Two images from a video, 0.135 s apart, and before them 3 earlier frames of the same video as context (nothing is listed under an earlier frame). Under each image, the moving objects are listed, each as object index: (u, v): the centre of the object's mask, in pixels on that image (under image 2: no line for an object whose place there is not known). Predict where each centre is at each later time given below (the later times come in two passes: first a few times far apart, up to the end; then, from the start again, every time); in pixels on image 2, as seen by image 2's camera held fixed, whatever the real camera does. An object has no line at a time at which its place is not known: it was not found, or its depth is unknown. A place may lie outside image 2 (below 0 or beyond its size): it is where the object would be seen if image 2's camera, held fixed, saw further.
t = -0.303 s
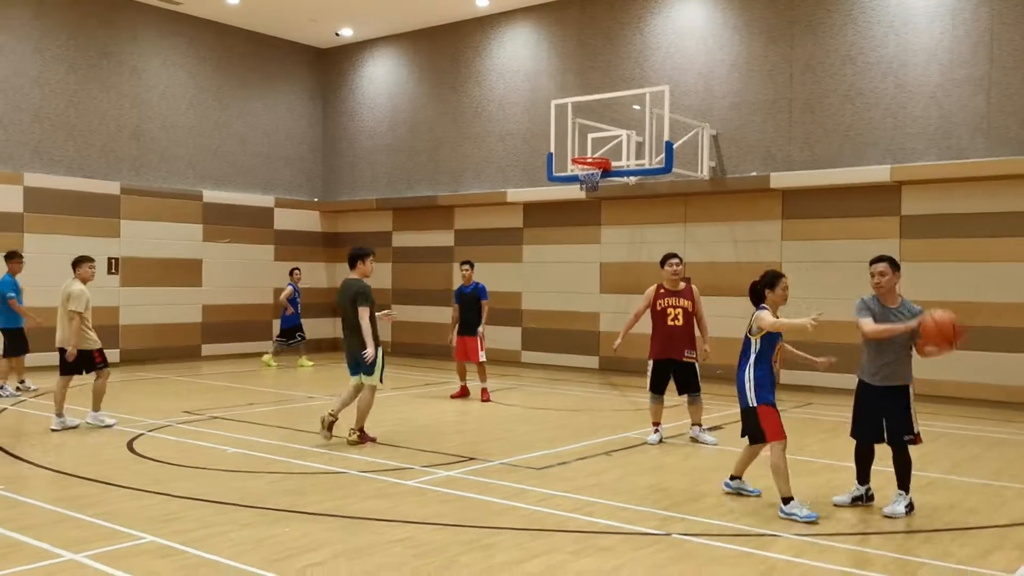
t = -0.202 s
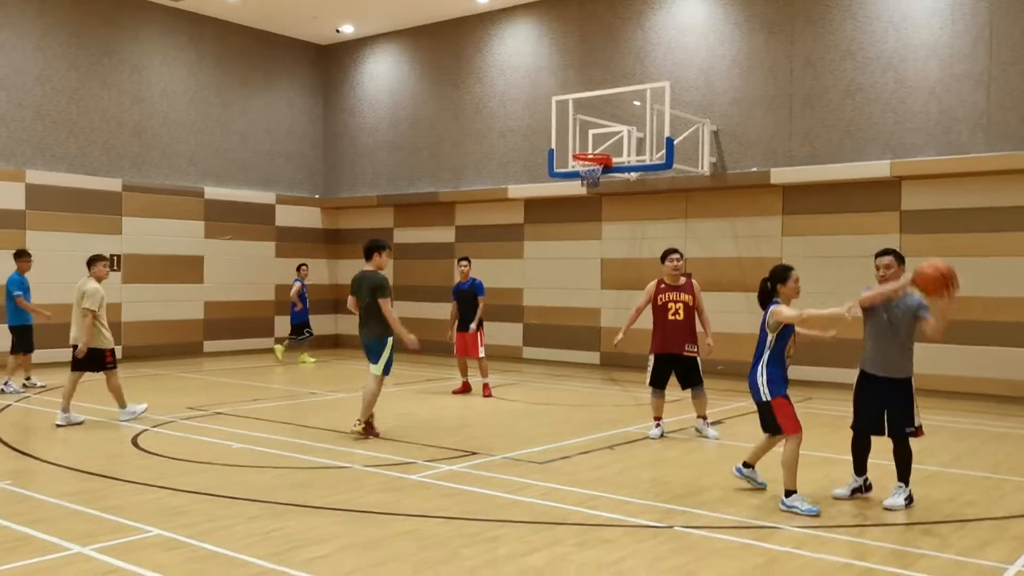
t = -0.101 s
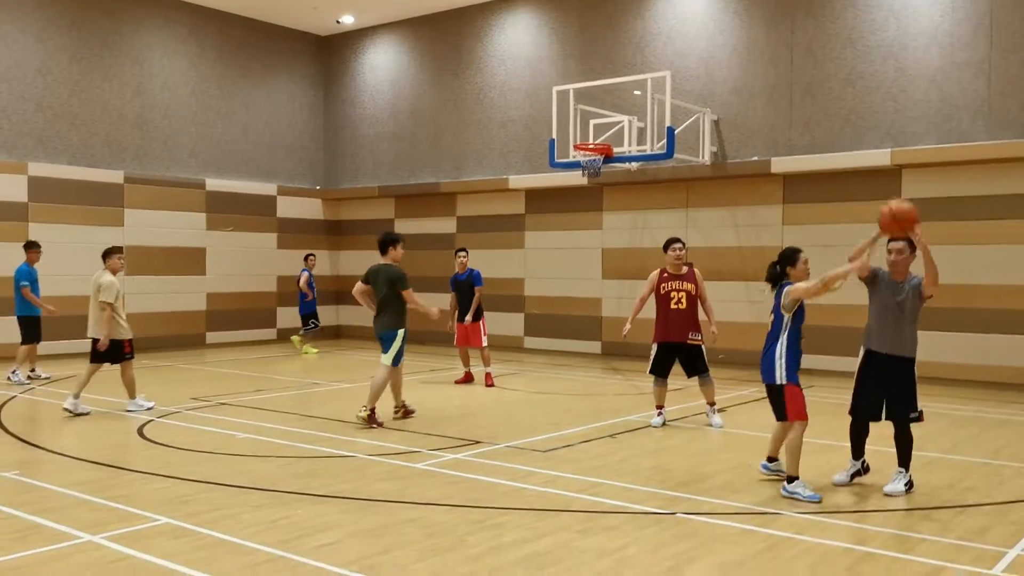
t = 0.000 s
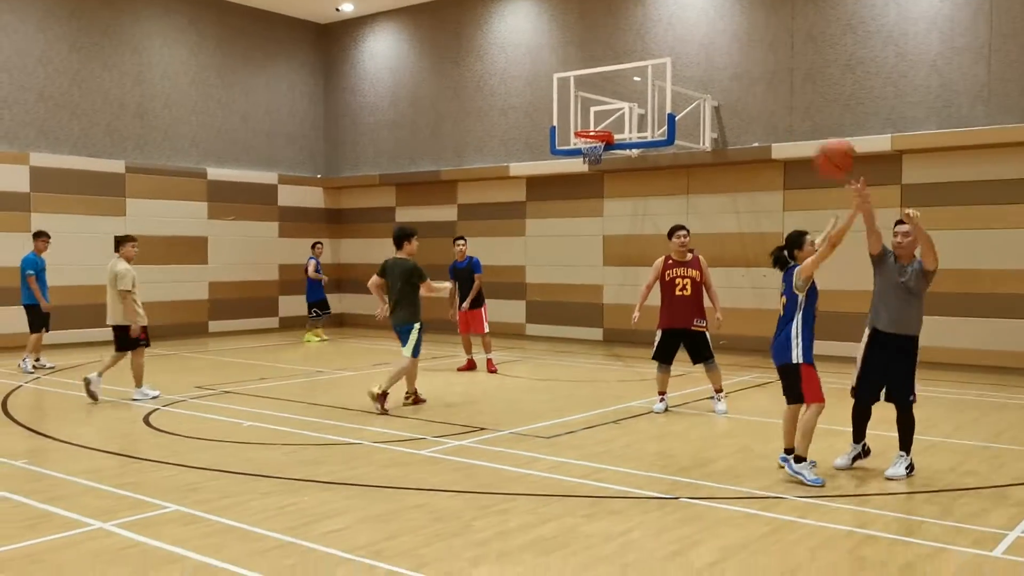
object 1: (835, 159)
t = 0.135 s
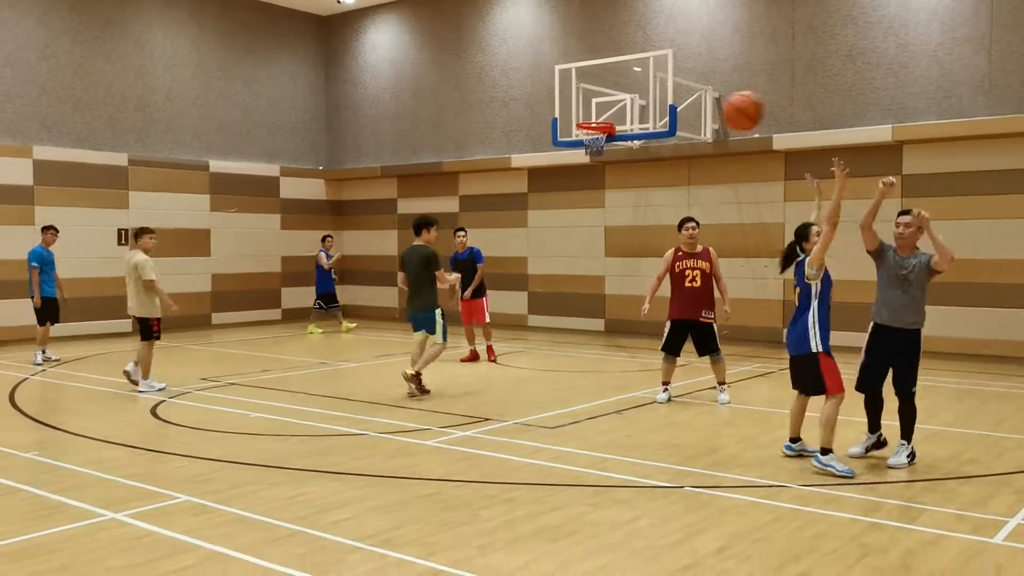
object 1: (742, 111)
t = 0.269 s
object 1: (644, 102)
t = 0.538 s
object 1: (441, 178)
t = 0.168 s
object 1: (718, 106)
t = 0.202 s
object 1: (694, 102)
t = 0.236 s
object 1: (670, 102)
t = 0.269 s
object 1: (644, 102)
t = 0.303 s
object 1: (620, 104)
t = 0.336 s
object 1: (594, 110)
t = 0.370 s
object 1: (569, 116)
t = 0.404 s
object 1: (544, 123)
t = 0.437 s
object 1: (519, 133)
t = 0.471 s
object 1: (493, 146)
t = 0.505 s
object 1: (467, 161)
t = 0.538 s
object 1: (441, 178)
